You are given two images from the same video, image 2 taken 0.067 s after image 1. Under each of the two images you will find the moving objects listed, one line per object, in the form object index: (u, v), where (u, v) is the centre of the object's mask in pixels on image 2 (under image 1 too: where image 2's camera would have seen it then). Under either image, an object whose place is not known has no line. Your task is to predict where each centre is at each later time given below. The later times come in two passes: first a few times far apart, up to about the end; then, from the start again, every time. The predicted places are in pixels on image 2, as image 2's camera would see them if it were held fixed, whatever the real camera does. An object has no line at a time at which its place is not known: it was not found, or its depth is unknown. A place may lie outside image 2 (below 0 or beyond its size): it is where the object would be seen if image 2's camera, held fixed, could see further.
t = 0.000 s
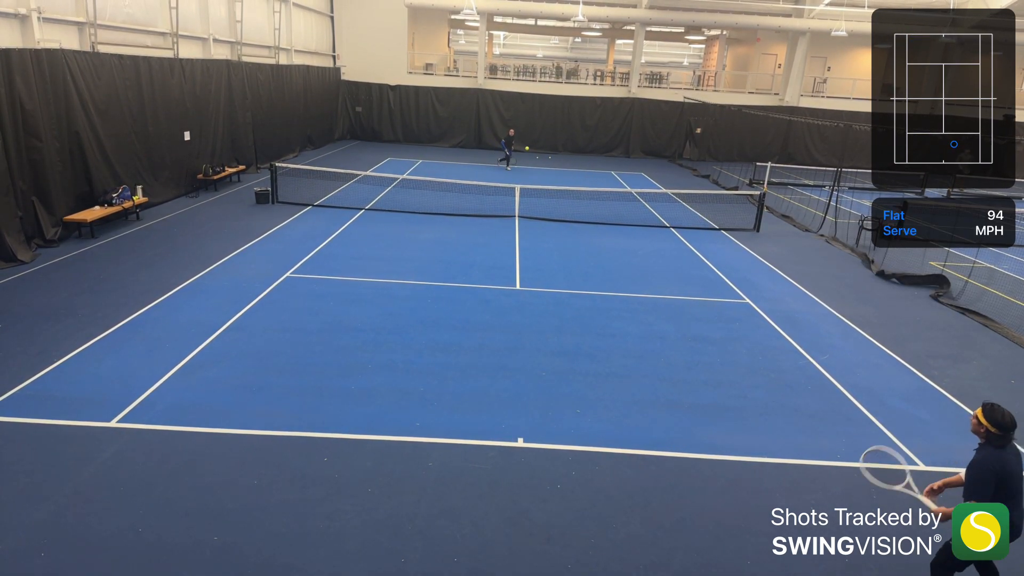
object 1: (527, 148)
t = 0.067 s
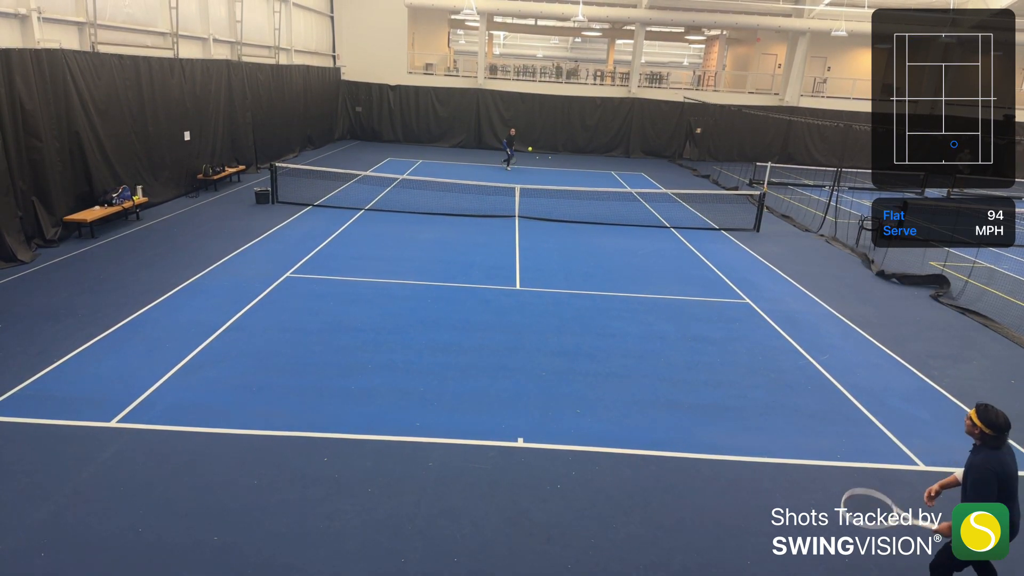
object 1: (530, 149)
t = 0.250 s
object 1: (538, 165)
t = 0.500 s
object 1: (549, 231)
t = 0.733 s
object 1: (559, 354)
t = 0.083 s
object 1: (530, 149)
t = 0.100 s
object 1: (531, 150)
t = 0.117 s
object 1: (532, 151)
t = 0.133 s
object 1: (533, 152)
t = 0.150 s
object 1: (534, 154)
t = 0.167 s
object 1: (534, 155)
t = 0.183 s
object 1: (535, 157)
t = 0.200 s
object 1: (536, 158)
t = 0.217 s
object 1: (537, 160)
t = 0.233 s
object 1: (537, 163)
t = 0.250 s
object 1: (538, 165)
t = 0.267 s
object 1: (539, 168)
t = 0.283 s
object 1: (539, 171)
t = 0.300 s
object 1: (540, 174)
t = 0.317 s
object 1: (541, 177)
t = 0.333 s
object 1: (542, 181)
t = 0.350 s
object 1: (543, 185)
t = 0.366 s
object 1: (544, 189)
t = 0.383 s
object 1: (544, 193)
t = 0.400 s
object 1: (545, 198)
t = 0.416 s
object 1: (545, 203)
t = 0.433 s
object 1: (546, 208)
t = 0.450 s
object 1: (547, 214)
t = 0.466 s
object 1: (548, 219)
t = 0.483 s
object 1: (548, 225)
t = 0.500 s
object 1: (549, 231)
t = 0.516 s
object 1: (550, 238)
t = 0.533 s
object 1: (551, 245)
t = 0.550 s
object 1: (551, 252)
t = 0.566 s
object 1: (552, 260)
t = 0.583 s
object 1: (553, 267)
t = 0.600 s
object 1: (554, 276)
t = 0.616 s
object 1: (555, 285)
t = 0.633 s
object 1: (555, 294)
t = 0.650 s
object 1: (556, 302)
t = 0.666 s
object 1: (557, 312)
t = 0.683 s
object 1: (557, 322)
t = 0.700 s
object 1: (558, 332)
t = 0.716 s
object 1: (559, 343)
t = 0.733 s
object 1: (559, 354)
